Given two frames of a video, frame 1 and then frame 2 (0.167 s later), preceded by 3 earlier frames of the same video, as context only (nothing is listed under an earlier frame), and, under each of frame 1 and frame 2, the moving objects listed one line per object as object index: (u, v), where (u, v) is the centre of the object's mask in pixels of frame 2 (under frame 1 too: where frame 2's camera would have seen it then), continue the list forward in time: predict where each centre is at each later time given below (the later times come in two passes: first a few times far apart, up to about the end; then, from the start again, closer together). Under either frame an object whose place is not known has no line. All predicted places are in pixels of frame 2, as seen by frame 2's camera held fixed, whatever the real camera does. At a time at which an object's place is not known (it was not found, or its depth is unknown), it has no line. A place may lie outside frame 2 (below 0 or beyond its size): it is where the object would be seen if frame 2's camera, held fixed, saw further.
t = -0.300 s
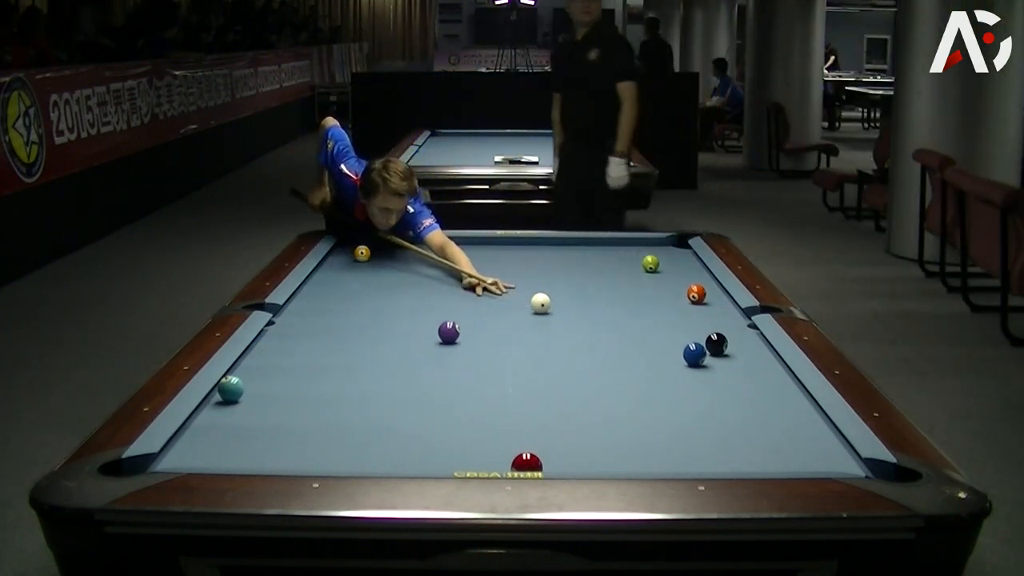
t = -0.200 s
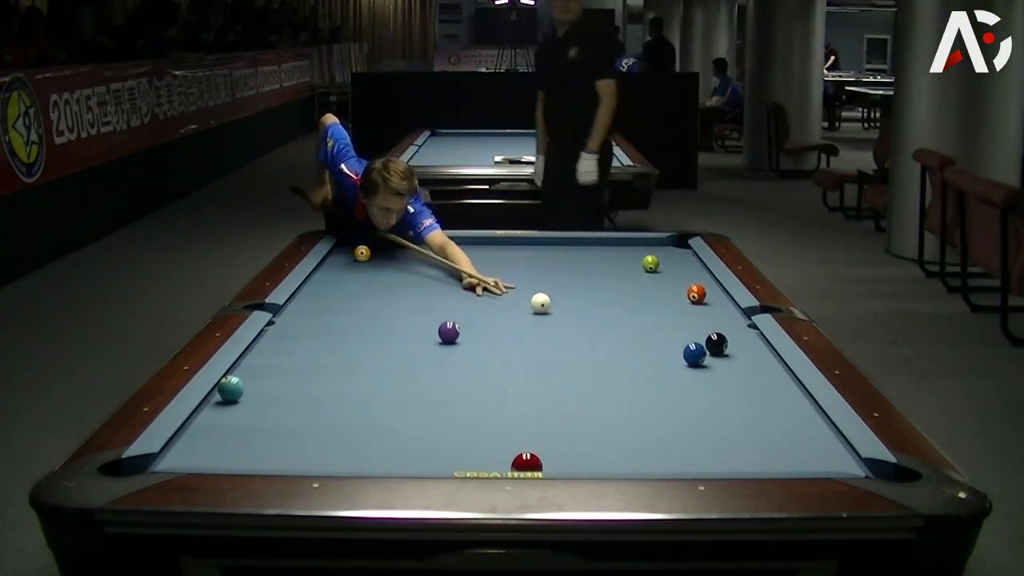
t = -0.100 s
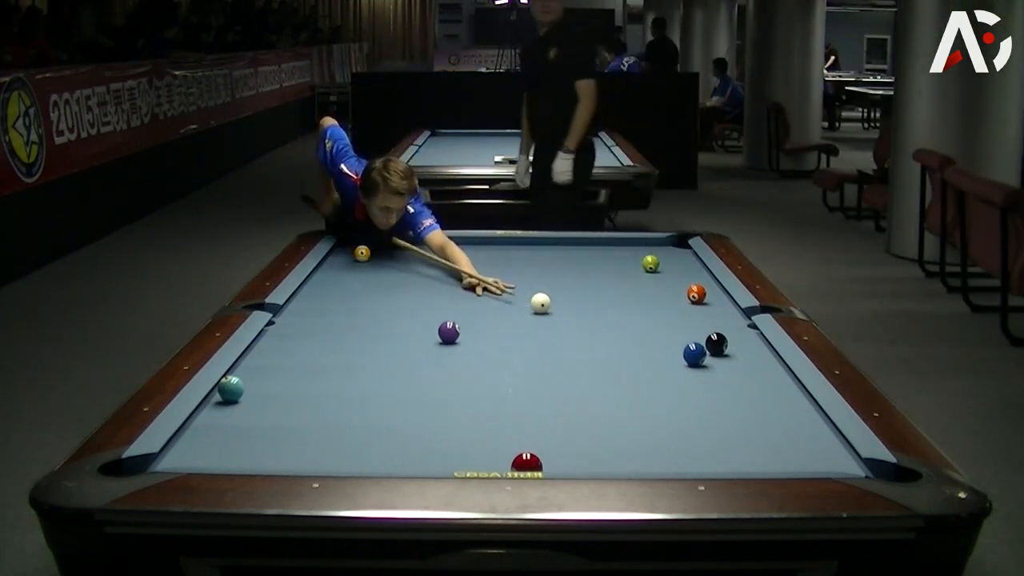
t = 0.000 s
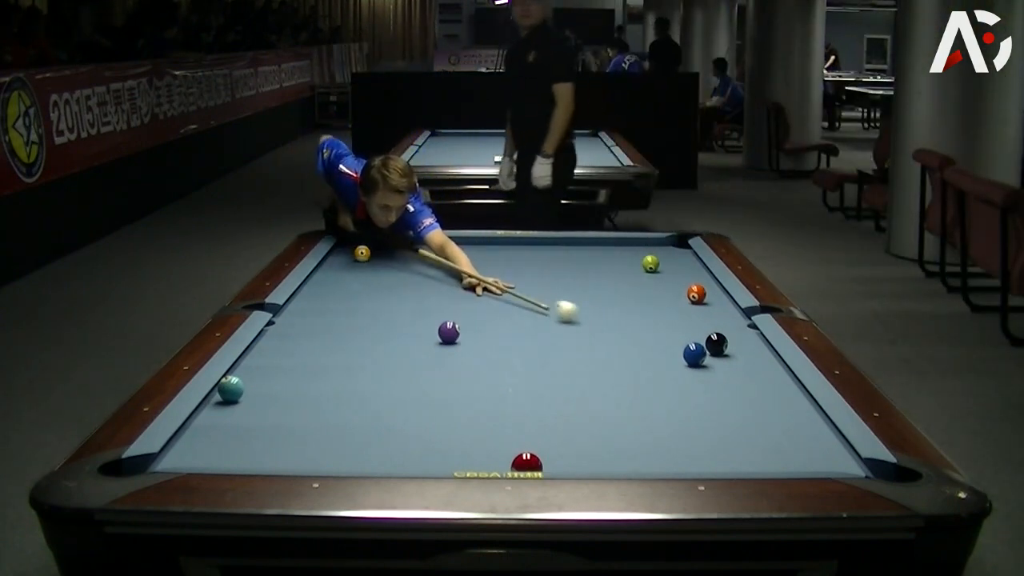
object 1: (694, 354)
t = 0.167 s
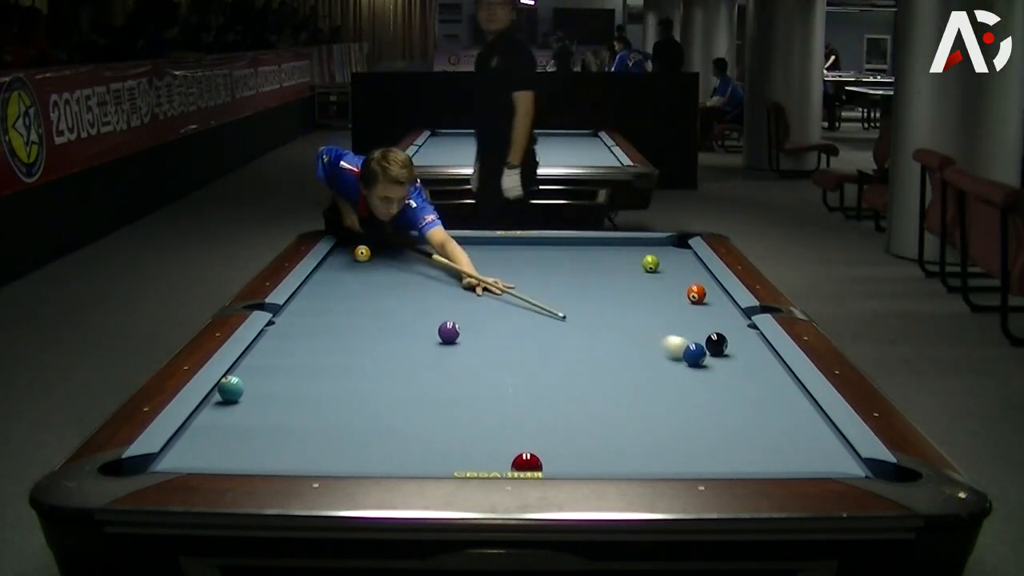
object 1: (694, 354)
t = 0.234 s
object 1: (731, 368)
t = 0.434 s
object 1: (776, 416)
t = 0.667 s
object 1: (730, 462)
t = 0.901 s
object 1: (647, 445)
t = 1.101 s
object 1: (584, 424)
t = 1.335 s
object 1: (519, 403)
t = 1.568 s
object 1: (462, 385)
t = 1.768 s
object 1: (419, 370)
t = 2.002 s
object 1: (373, 356)
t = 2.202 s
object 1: (339, 344)
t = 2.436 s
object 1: (302, 332)
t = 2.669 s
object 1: (285, 321)
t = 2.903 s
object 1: (311, 313)
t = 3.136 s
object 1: (335, 305)
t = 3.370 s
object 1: (357, 298)
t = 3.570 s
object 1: (374, 292)
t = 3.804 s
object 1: (392, 286)
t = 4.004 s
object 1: (406, 281)
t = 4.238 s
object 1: (422, 276)
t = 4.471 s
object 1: (436, 271)
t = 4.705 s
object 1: (449, 267)
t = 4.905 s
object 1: (459, 264)
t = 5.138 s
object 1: (470, 260)
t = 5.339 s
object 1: (478, 257)
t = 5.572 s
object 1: (488, 254)
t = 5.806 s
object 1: (497, 251)
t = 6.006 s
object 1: (503, 249)
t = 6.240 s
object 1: (510, 247)
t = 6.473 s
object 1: (517, 244)
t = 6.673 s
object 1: (521, 243)
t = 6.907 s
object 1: (528, 242)
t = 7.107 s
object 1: (531, 240)
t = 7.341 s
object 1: (534, 241)
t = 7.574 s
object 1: (537, 241)
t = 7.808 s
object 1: (538, 242)
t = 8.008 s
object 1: (539, 242)
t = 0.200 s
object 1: (710, 360)
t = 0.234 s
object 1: (731, 368)
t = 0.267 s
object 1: (752, 377)
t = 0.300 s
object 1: (774, 386)
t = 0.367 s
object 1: (792, 403)
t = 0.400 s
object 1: (784, 409)
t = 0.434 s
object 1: (776, 416)
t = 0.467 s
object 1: (769, 424)
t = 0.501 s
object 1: (762, 431)
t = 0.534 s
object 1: (755, 438)
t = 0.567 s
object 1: (749, 445)
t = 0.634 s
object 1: (736, 458)
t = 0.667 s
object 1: (730, 462)
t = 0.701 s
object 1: (721, 464)
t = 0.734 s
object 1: (707, 461)
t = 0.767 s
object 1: (695, 459)
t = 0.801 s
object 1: (682, 456)
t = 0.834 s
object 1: (670, 452)
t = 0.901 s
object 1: (647, 445)
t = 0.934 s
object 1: (636, 441)
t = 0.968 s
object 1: (625, 438)
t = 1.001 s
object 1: (615, 434)
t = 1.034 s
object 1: (605, 431)
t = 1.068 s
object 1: (594, 428)
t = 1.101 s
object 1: (584, 424)
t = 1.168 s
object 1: (565, 418)
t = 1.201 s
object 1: (556, 415)
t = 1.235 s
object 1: (546, 412)
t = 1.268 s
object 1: (537, 409)
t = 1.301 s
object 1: (528, 406)
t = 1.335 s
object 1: (519, 403)
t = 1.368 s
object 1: (511, 401)
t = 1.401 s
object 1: (503, 398)
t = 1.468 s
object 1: (486, 392)
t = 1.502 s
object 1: (478, 390)
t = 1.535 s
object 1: (470, 388)
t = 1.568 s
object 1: (462, 385)
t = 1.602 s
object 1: (455, 383)
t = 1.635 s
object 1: (448, 380)
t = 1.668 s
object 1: (440, 378)
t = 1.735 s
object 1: (426, 373)
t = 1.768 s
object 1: (419, 370)
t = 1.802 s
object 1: (412, 368)
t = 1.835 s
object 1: (405, 366)
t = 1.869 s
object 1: (399, 364)
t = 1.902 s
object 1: (392, 362)
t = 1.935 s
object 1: (386, 360)
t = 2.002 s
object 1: (373, 356)
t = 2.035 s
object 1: (367, 354)
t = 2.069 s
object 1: (362, 352)
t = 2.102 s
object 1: (356, 350)
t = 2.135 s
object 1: (350, 348)
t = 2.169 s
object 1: (344, 346)
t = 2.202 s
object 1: (339, 344)
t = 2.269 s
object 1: (328, 341)
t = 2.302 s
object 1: (323, 339)
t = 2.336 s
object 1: (317, 337)
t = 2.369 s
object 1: (312, 336)
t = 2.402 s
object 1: (307, 334)
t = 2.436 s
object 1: (302, 332)
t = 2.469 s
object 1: (297, 331)
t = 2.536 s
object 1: (288, 327)
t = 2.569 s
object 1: (284, 326)
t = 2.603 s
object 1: (279, 324)
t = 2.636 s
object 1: (280, 323)
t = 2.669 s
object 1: (285, 321)
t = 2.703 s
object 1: (289, 320)
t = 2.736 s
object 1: (293, 319)
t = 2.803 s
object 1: (301, 316)
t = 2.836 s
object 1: (304, 315)
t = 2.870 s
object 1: (308, 314)
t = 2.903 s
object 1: (311, 313)
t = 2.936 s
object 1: (315, 312)
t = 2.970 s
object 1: (319, 311)
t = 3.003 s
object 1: (322, 309)
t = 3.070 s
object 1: (329, 307)
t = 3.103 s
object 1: (332, 306)
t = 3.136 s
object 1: (335, 305)
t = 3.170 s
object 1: (338, 304)
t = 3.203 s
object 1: (342, 303)
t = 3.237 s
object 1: (345, 302)
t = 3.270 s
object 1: (348, 301)
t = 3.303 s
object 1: (351, 299)
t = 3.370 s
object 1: (357, 298)
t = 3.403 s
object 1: (360, 297)
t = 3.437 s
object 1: (363, 296)
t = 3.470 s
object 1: (365, 295)
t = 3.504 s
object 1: (368, 294)
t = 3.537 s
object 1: (371, 293)
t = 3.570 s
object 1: (374, 292)
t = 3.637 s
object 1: (379, 290)
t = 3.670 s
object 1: (381, 289)
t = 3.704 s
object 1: (384, 288)
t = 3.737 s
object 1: (387, 288)
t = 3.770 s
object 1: (389, 287)
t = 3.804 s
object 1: (392, 286)
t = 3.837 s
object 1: (394, 285)
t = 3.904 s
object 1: (399, 283)
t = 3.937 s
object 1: (402, 283)
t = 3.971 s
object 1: (404, 282)
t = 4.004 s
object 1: (406, 281)
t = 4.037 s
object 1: (409, 280)
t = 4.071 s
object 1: (411, 280)
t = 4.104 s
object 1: (413, 279)
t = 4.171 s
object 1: (418, 277)
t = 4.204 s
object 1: (420, 276)
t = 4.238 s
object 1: (422, 276)
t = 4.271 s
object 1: (424, 275)
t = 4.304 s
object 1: (426, 275)
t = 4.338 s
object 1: (428, 274)
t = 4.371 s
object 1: (430, 273)
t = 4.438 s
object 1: (434, 272)
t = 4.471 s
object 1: (436, 271)
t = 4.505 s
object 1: (438, 270)
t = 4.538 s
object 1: (440, 270)
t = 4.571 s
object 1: (442, 269)
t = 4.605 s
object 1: (444, 269)
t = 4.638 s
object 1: (445, 268)
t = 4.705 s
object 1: (449, 267)
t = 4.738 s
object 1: (451, 266)
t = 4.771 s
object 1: (452, 266)
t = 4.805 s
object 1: (454, 265)
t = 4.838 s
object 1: (456, 265)
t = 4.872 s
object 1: (458, 264)
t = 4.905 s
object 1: (459, 264)
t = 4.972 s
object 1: (462, 263)
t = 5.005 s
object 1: (464, 262)
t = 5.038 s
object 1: (465, 262)
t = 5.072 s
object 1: (467, 261)
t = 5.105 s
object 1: (468, 261)
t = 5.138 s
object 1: (470, 260)
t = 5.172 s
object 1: (471, 260)
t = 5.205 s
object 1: (473, 259)
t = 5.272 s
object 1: (476, 258)
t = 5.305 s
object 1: (477, 258)
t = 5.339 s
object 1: (478, 257)
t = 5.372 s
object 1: (480, 257)
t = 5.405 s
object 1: (481, 256)
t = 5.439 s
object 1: (483, 256)
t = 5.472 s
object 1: (484, 255)
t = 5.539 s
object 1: (487, 254)
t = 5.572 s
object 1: (488, 254)
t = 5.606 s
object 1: (489, 253)
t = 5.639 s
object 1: (491, 253)
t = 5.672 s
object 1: (492, 252)
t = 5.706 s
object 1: (493, 252)
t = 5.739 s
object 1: (494, 252)
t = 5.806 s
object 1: (497, 251)
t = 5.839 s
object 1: (498, 250)
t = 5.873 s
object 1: (499, 250)
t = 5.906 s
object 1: (500, 250)
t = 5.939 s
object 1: (501, 250)
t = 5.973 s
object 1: (502, 249)
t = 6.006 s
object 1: (503, 249)
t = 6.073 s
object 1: (505, 248)
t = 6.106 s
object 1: (506, 248)
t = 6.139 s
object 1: (507, 247)
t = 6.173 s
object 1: (508, 247)
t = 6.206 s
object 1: (509, 247)
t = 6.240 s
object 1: (510, 247)
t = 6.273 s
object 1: (511, 246)
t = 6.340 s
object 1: (513, 245)
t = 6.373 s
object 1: (514, 245)
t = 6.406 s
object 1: (515, 245)
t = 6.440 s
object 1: (515, 245)
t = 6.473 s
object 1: (517, 244)
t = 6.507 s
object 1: (517, 244)
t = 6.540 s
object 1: (518, 244)
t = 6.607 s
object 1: (519, 243)
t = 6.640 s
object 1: (520, 243)
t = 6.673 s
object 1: (521, 243)
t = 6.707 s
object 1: (522, 243)
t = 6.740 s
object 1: (523, 243)
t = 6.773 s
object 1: (524, 243)
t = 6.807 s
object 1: (525, 243)
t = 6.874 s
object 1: (526, 242)
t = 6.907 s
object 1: (528, 242)
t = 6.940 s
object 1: (528, 242)
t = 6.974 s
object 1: (529, 241)
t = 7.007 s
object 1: (529, 241)
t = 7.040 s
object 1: (529, 241)
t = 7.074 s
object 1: (530, 240)
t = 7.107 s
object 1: (531, 240)
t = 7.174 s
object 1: (532, 240)
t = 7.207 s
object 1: (532, 240)
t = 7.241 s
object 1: (533, 240)
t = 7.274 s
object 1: (533, 240)
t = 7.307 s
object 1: (534, 241)
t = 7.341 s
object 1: (534, 241)
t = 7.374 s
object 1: (535, 241)
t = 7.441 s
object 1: (536, 241)
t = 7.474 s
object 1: (536, 241)
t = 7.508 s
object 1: (536, 241)
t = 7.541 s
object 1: (537, 241)
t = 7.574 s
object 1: (537, 241)
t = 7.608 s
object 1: (537, 241)
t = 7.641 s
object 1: (538, 241)
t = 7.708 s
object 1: (538, 242)
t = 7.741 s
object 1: (538, 242)
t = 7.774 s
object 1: (538, 242)
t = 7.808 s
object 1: (538, 242)
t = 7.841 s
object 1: (538, 242)
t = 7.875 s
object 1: (539, 242)
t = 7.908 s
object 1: (539, 242)
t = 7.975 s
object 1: (539, 242)
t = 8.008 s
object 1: (539, 242)
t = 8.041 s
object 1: (539, 242)
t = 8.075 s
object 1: (540, 242)
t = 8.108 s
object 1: (540, 242)
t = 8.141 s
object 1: (540, 242)
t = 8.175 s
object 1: (540, 242)
